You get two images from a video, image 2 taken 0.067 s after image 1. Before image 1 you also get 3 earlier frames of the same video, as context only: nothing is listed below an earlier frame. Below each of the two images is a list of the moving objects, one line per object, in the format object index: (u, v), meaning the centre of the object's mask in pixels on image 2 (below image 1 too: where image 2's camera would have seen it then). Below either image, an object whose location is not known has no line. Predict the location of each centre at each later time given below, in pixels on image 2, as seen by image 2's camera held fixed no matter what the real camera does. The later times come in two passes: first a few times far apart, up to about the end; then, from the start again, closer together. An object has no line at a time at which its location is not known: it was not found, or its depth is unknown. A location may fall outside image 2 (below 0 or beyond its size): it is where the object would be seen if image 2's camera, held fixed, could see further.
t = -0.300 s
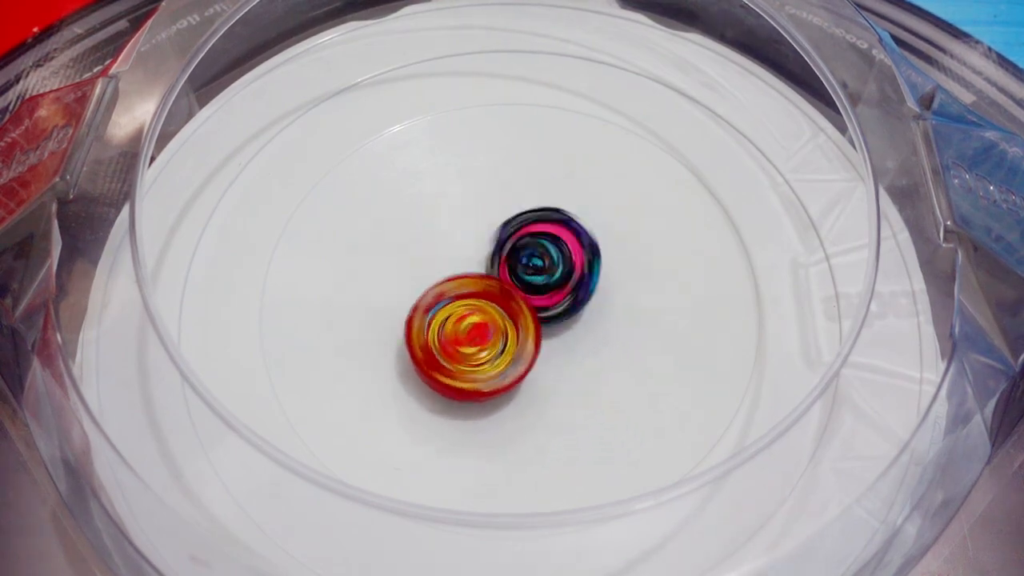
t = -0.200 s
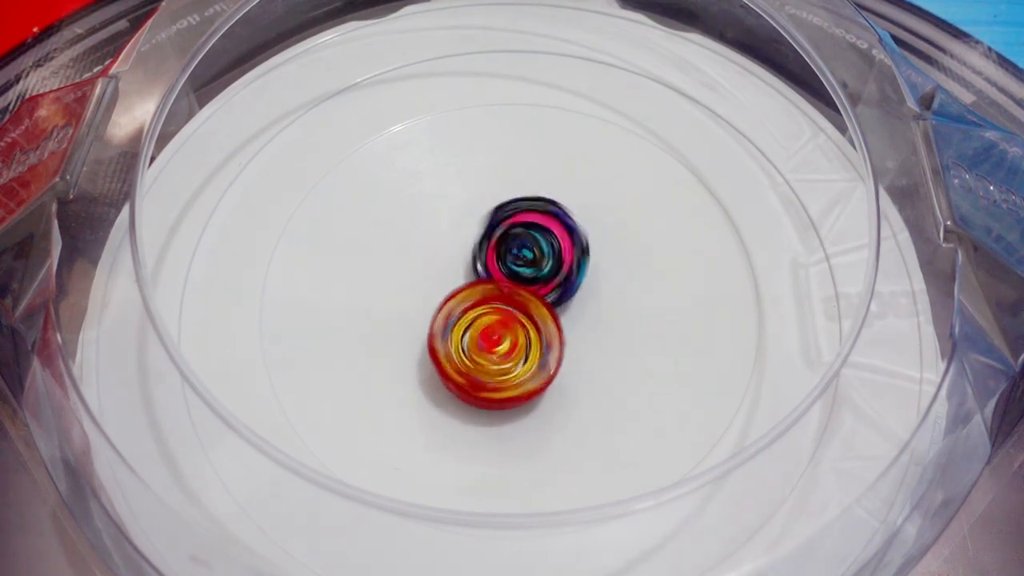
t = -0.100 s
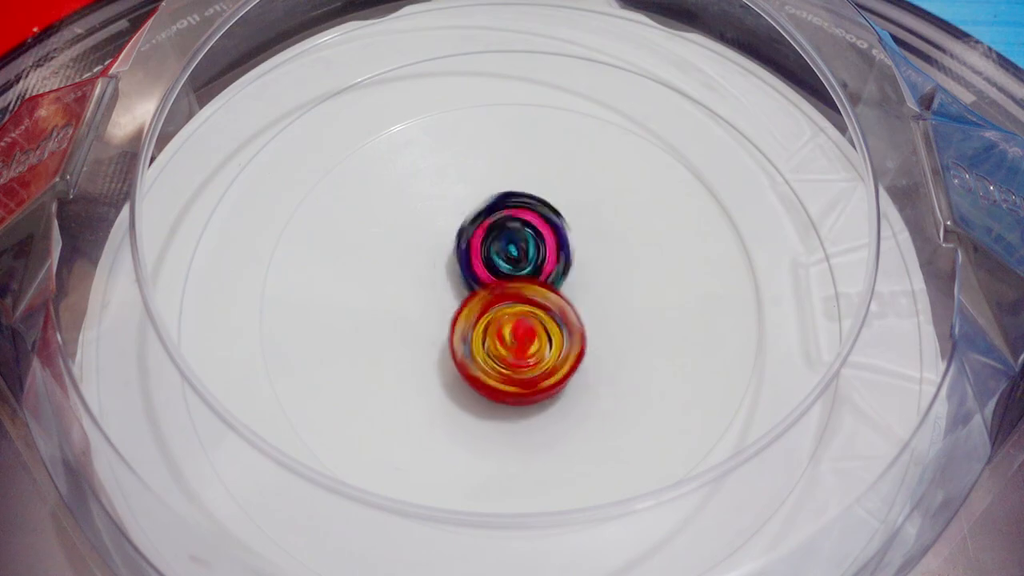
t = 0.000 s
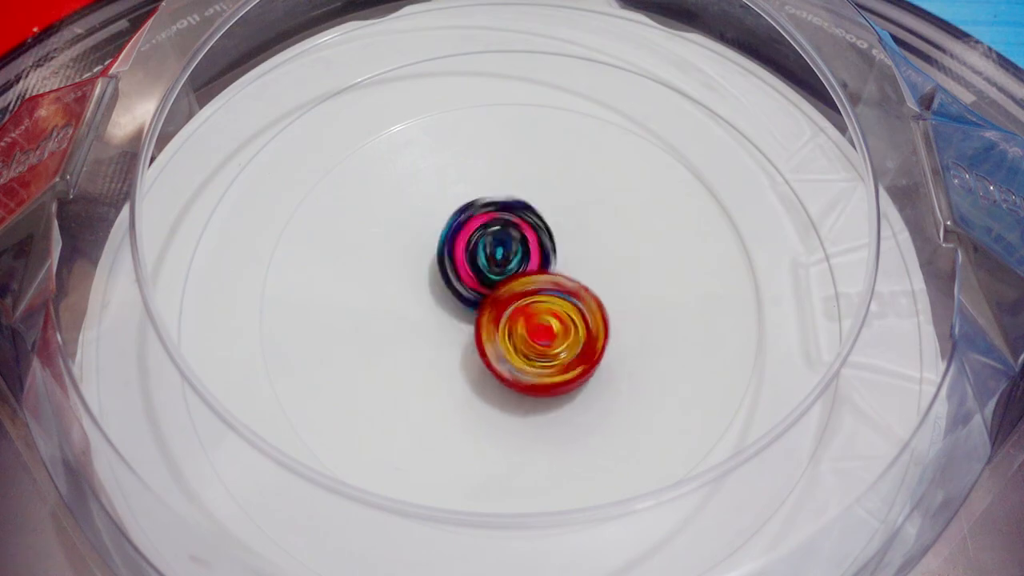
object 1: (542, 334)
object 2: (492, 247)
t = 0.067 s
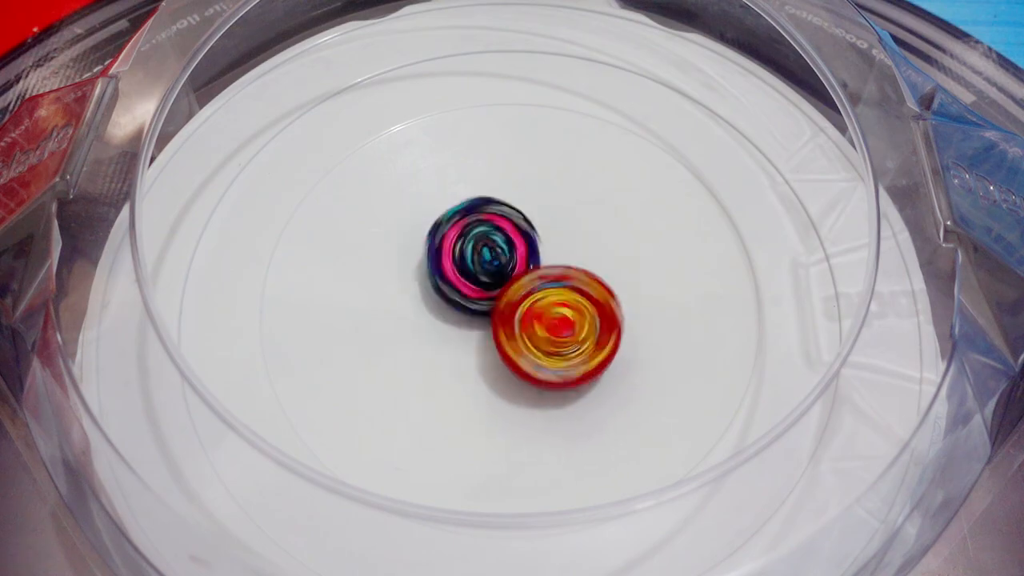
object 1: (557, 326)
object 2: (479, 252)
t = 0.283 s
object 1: (582, 287)
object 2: (466, 282)
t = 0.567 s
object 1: (563, 242)
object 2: (473, 312)
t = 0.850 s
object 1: (528, 197)
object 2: (493, 331)
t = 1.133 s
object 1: (512, 190)
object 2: (509, 309)
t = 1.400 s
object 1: (525, 210)
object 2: (497, 326)
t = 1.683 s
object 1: (538, 236)
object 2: (510, 336)
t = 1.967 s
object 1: (506, 223)
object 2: (548, 329)
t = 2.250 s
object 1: (477, 220)
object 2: (552, 321)
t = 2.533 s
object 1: (461, 241)
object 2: (550, 320)
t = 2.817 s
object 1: (463, 246)
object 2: (548, 319)
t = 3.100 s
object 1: (472, 239)
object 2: (551, 326)
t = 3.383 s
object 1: (466, 245)
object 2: (550, 326)
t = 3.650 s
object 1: (468, 243)
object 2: (550, 326)
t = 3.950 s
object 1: (469, 243)
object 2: (550, 326)
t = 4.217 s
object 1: (469, 243)
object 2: (550, 326)
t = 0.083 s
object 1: (561, 324)
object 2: (477, 255)
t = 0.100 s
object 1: (564, 321)
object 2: (476, 258)
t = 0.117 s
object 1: (566, 318)
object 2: (474, 260)
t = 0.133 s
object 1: (569, 315)
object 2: (473, 263)
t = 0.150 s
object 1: (571, 312)
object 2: (471, 266)
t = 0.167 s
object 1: (574, 309)
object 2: (471, 269)
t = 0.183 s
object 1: (573, 306)
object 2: (470, 271)
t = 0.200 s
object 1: (574, 302)
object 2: (469, 272)
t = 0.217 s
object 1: (576, 299)
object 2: (468, 274)
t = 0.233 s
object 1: (578, 296)
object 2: (468, 277)
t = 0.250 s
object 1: (578, 293)
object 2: (469, 278)
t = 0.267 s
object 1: (578, 289)
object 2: (467, 280)
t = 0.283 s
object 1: (582, 287)
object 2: (466, 282)
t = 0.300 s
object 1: (582, 285)
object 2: (465, 283)
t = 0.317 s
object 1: (581, 282)
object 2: (464, 286)
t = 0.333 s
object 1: (580, 279)
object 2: (464, 288)
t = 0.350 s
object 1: (578, 276)
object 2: (465, 291)
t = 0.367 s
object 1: (577, 273)
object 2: (468, 292)
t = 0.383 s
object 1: (575, 270)
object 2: (469, 294)
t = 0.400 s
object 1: (575, 266)
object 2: (468, 297)
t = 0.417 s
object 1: (576, 265)
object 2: (469, 300)
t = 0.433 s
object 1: (576, 262)
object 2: (470, 301)
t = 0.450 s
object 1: (573, 260)
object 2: (472, 303)
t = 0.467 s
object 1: (571, 257)
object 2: (471, 305)
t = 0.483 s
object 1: (569, 254)
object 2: (472, 307)
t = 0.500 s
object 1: (567, 252)
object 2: (474, 307)
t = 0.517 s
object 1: (566, 250)
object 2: (475, 308)
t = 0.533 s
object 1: (564, 246)
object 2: (474, 310)
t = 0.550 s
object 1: (564, 243)
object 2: (473, 312)
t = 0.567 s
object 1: (563, 242)
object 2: (473, 312)
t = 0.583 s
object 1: (560, 240)
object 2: (474, 314)
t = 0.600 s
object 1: (557, 239)
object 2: (475, 315)
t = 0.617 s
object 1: (553, 238)
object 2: (477, 316)
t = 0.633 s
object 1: (550, 237)
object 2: (479, 315)
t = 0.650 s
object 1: (546, 234)
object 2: (481, 315)
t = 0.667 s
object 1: (543, 232)
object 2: (481, 317)
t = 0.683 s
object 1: (543, 229)
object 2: (482, 318)
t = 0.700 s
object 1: (542, 227)
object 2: (483, 319)
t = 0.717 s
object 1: (540, 225)
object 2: (484, 320)
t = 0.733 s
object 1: (538, 224)
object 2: (485, 321)
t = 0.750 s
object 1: (536, 221)
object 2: (486, 321)
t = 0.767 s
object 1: (535, 219)
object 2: (488, 321)
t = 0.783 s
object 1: (533, 217)
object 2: (490, 320)
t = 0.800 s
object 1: (530, 215)
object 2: (492, 319)
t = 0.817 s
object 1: (528, 209)
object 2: (493, 323)
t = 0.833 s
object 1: (527, 202)
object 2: (493, 327)
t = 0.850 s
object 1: (528, 197)
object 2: (493, 331)
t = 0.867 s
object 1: (526, 194)
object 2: (495, 333)
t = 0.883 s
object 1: (525, 191)
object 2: (497, 334)
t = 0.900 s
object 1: (523, 189)
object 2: (500, 334)
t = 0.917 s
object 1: (521, 187)
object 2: (503, 333)
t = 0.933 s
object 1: (519, 186)
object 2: (505, 332)
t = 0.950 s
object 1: (518, 185)
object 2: (506, 330)
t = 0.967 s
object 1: (517, 184)
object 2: (507, 327)
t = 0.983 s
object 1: (516, 183)
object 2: (506, 324)
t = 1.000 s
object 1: (515, 183)
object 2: (504, 322)
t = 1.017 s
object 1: (513, 184)
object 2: (503, 319)
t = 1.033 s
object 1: (512, 185)
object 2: (502, 317)
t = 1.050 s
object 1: (511, 186)
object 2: (503, 315)
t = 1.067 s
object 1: (510, 188)
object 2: (506, 311)
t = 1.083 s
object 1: (509, 189)
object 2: (508, 308)
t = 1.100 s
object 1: (509, 189)
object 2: (509, 308)
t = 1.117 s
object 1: (510, 189)
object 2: (509, 308)
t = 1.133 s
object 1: (512, 190)
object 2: (509, 309)
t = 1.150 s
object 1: (512, 190)
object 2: (507, 313)
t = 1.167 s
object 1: (514, 189)
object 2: (506, 317)
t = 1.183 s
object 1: (516, 189)
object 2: (506, 318)
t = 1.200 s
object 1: (515, 191)
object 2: (505, 318)
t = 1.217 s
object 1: (514, 192)
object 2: (505, 318)
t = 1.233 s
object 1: (514, 193)
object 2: (504, 318)
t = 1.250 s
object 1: (513, 195)
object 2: (503, 318)
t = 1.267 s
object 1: (513, 197)
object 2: (503, 317)
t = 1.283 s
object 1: (513, 198)
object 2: (502, 317)
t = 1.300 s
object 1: (512, 200)
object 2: (502, 318)
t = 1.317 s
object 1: (516, 198)
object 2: (501, 319)
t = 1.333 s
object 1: (521, 199)
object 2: (498, 320)
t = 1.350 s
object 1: (525, 202)
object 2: (497, 322)
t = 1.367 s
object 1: (526, 205)
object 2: (496, 323)
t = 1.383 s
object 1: (524, 209)
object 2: (496, 324)
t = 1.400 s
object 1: (525, 210)
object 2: (497, 326)
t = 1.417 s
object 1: (526, 211)
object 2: (498, 328)
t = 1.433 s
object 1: (528, 211)
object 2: (500, 331)
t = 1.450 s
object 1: (532, 210)
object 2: (501, 334)
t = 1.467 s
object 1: (535, 212)
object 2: (503, 336)
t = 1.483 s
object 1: (536, 215)
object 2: (505, 336)
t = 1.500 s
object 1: (536, 219)
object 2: (505, 337)
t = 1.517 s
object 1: (534, 222)
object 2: (505, 338)
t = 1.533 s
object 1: (533, 225)
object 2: (504, 338)
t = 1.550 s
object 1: (532, 227)
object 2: (504, 338)
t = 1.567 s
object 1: (531, 231)
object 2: (504, 337)
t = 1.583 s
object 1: (531, 234)
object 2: (503, 336)
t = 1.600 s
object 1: (531, 235)
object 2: (504, 335)
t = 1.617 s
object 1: (531, 238)
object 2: (504, 334)
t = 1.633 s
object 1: (532, 238)
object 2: (504, 333)
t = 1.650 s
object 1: (535, 237)
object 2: (506, 334)
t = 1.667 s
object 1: (537, 236)
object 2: (508, 335)
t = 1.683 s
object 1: (538, 236)
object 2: (510, 336)
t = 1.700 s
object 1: (538, 236)
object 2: (512, 335)
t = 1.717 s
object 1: (537, 237)
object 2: (514, 335)
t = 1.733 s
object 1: (537, 235)
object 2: (517, 335)
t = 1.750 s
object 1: (536, 235)
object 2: (519, 334)
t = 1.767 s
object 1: (534, 235)
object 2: (523, 334)
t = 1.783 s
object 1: (533, 236)
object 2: (526, 335)
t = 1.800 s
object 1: (530, 234)
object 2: (529, 335)
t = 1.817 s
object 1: (529, 232)
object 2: (532, 336)
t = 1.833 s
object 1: (527, 232)
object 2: (534, 335)
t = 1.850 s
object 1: (525, 232)
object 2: (535, 334)
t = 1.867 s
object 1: (522, 231)
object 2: (536, 333)
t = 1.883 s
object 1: (521, 231)
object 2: (537, 330)
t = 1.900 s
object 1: (519, 231)
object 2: (538, 330)
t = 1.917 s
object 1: (516, 230)
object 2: (540, 329)
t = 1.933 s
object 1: (512, 228)
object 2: (543, 329)
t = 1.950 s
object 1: (508, 226)
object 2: (545, 330)
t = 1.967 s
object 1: (506, 223)
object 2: (548, 329)
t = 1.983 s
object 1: (505, 223)
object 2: (549, 328)
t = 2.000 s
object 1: (503, 222)
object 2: (549, 327)
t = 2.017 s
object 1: (502, 222)
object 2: (549, 326)
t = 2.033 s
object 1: (501, 222)
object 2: (548, 324)
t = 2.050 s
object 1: (500, 222)
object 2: (547, 323)
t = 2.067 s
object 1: (499, 224)
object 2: (546, 322)
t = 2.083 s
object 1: (494, 222)
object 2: (548, 322)
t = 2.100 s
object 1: (490, 220)
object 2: (550, 320)
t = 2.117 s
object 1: (487, 218)
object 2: (551, 319)
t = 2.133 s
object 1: (486, 217)
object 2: (552, 318)
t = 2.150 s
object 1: (485, 217)
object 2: (553, 317)
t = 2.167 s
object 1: (483, 217)
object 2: (553, 316)
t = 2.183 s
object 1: (483, 218)
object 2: (552, 316)
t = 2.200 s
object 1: (482, 219)
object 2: (551, 316)
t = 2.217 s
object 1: (480, 220)
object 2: (551, 318)
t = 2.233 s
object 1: (479, 220)
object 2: (552, 319)
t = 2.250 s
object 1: (477, 220)
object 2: (552, 321)
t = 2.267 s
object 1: (474, 221)
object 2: (553, 321)
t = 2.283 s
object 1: (473, 223)
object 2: (553, 321)
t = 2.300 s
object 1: (471, 225)
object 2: (553, 321)
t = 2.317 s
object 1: (470, 227)
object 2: (552, 321)
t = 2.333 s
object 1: (468, 229)
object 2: (551, 321)
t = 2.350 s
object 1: (466, 229)
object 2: (551, 321)
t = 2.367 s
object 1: (466, 230)
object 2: (550, 321)
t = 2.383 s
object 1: (466, 230)
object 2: (549, 321)
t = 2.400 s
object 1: (466, 231)
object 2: (547, 321)
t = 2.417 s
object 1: (466, 233)
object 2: (547, 320)
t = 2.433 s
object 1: (465, 235)
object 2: (547, 321)
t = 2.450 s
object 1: (464, 235)
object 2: (548, 322)
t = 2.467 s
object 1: (463, 236)
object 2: (548, 322)
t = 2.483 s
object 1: (463, 237)
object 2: (549, 322)
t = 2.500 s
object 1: (462, 238)
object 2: (549, 322)
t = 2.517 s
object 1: (462, 240)
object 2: (550, 321)
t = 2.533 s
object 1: (461, 241)
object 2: (550, 320)
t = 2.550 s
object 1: (460, 243)
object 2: (551, 320)
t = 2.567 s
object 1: (459, 243)
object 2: (552, 321)
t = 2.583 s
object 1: (458, 244)
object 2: (552, 321)
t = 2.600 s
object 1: (457, 244)
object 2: (552, 321)
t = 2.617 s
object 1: (455, 245)
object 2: (551, 321)
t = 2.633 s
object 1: (455, 245)
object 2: (551, 321)
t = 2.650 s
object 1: (455, 246)
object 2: (550, 320)
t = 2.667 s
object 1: (455, 244)
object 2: (550, 321)
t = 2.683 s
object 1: (455, 242)
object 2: (550, 323)
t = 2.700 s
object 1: (456, 241)
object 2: (550, 324)
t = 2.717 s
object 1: (458, 240)
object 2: (550, 324)
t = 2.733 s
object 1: (460, 240)
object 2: (549, 324)
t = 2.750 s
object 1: (461, 240)
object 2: (548, 324)
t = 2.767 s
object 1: (462, 242)
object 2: (548, 323)
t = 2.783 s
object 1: (463, 244)
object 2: (548, 321)
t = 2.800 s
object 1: (463, 246)
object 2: (548, 320)
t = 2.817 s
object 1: (463, 246)
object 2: (548, 319)
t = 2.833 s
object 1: (462, 248)
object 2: (548, 318)
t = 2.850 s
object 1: (462, 248)
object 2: (548, 318)
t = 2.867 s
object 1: (464, 247)
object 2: (548, 319)
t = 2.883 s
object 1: (465, 245)
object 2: (549, 321)
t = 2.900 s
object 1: (467, 243)
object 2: (550, 323)
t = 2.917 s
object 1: (469, 242)
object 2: (550, 324)
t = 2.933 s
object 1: (471, 240)
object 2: (551, 325)
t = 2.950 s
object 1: (472, 239)
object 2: (551, 325)
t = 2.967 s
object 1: (473, 238)
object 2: (551, 325)
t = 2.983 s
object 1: (474, 236)
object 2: (551, 326)
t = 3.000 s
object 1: (474, 235)
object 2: (551, 326)
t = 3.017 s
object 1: (474, 235)
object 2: (551, 326)
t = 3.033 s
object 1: (474, 235)
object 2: (551, 326)
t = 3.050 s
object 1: (474, 235)
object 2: (551, 326)
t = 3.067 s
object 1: (473, 236)
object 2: (551, 326)
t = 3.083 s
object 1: (473, 237)
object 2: (551, 326)
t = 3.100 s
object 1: (472, 239)
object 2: (551, 326)
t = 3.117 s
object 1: (472, 240)
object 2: (550, 326)
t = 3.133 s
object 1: (471, 241)
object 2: (550, 326)
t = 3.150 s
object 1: (469, 242)
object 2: (550, 326)
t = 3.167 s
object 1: (468, 244)
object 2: (550, 326)
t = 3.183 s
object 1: (467, 245)
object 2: (550, 326)
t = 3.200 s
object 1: (465, 246)
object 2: (550, 326)
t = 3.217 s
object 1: (464, 247)
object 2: (550, 326)
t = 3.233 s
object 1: (463, 247)
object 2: (550, 326)
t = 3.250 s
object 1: (462, 248)
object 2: (550, 326)
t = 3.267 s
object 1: (462, 248)
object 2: (550, 326)
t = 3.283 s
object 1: (462, 248)
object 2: (550, 326)
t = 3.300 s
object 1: (462, 248)
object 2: (550, 326)
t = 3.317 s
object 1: (463, 248)
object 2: (550, 326)
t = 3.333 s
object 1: (464, 247)
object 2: (550, 326)
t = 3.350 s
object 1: (465, 247)
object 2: (550, 326)
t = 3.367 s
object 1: (465, 246)
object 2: (550, 326)
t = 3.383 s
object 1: (466, 245)
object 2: (550, 326)
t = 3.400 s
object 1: (467, 244)
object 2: (550, 326)
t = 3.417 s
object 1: (468, 244)
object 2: (550, 326)
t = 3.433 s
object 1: (468, 243)
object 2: (550, 326)
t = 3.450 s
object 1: (469, 243)
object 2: (550, 326)
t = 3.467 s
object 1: (469, 243)
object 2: (550, 326)
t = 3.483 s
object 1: (469, 243)
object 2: (549, 326)
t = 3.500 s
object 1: (469, 243)
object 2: (549, 326)
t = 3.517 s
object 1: (469, 243)
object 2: (550, 326)
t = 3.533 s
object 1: (469, 243)
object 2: (550, 326)
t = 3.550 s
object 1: (469, 243)
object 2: (550, 326)
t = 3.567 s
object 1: (468, 243)
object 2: (549, 326)
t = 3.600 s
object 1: (468, 243)
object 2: (549, 326)
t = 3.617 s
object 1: (469, 243)
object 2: (550, 326)
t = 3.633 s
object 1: (469, 243)
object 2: (550, 326)
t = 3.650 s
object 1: (468, 243)
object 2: (550, 326)
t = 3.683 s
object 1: (469, 243)
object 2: (550, 326)
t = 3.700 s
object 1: (469, 243)
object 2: (550, 326)
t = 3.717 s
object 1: (469, 243)
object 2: (550, 326)
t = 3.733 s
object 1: (469, 243)
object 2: (550, 326)
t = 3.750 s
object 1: (469, 243)
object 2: (550, 326)
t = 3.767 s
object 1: (469, 243)
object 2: (550, 326)
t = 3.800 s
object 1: (469, 243)
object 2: (550, 326)
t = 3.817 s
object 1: (469, 243)
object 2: (550, 326)
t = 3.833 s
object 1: (469, 243)
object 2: (550, 326)
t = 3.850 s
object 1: (469, 243)
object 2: (550, 326)
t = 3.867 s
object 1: (469, 243)
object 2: (550, 326)
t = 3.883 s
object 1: (469, 243)
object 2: (550, 326)
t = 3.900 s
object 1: (469, 243)
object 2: (550, 326)
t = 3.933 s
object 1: (469, 243)
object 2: (550, 326)
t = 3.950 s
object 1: (469, 243)
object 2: (550, 326)
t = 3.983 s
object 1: (469, 243)
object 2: (550, 326)
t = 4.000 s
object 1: (469, 243)
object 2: (550, 326)
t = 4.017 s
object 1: (469, 243)
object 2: (550, 326)
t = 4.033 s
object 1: (469, 243)
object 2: (550, 326)
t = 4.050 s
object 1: (469, 243)
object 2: (550, 326)
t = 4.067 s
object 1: (469, 243)
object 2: (550, 326)
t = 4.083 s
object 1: (469, 243)
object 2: (550, 326)
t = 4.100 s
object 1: (469, 243)
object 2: (550, 326)
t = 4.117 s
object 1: (469, 243)
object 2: (550, 326)
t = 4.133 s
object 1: (469, 243)
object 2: (550, 326)
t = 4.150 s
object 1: (469, 243)
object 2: (550, 326)
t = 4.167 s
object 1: (469, 243)
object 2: (550, 326)
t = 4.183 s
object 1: (469, 243)
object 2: (550, 326)
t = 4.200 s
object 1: (469, 243)
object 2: (550, 326)
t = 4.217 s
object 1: (469, 243)
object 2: (550, 326)
